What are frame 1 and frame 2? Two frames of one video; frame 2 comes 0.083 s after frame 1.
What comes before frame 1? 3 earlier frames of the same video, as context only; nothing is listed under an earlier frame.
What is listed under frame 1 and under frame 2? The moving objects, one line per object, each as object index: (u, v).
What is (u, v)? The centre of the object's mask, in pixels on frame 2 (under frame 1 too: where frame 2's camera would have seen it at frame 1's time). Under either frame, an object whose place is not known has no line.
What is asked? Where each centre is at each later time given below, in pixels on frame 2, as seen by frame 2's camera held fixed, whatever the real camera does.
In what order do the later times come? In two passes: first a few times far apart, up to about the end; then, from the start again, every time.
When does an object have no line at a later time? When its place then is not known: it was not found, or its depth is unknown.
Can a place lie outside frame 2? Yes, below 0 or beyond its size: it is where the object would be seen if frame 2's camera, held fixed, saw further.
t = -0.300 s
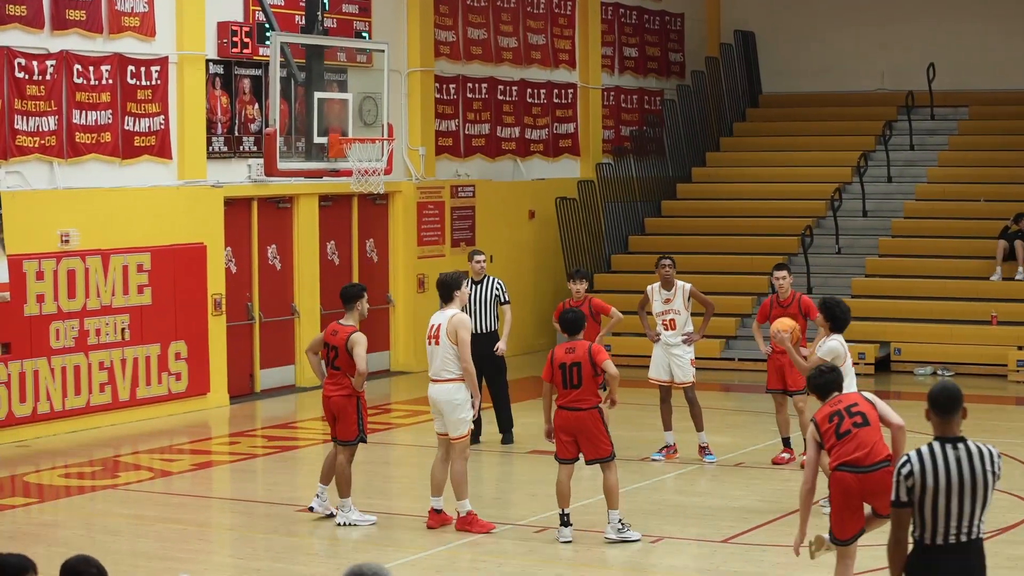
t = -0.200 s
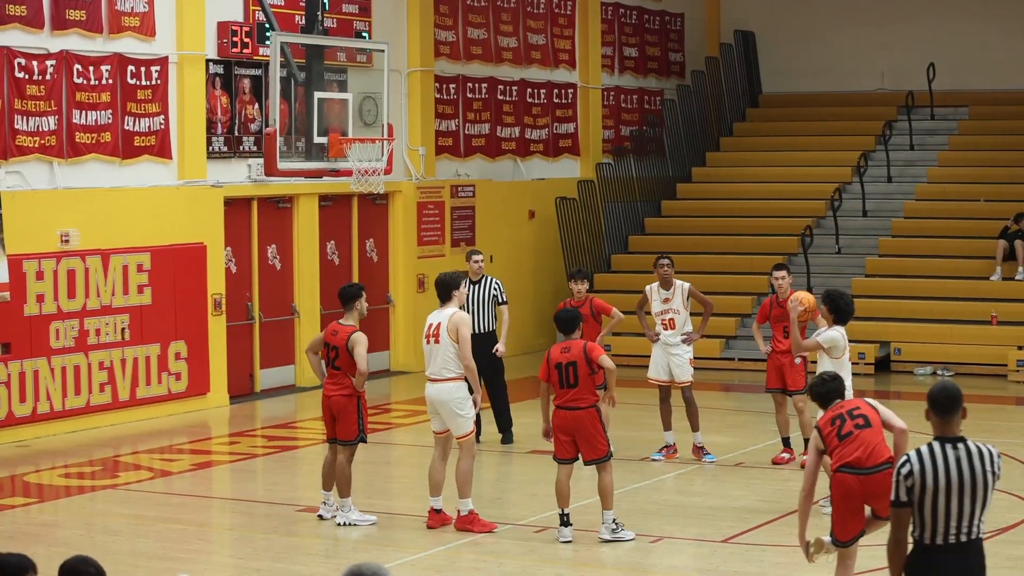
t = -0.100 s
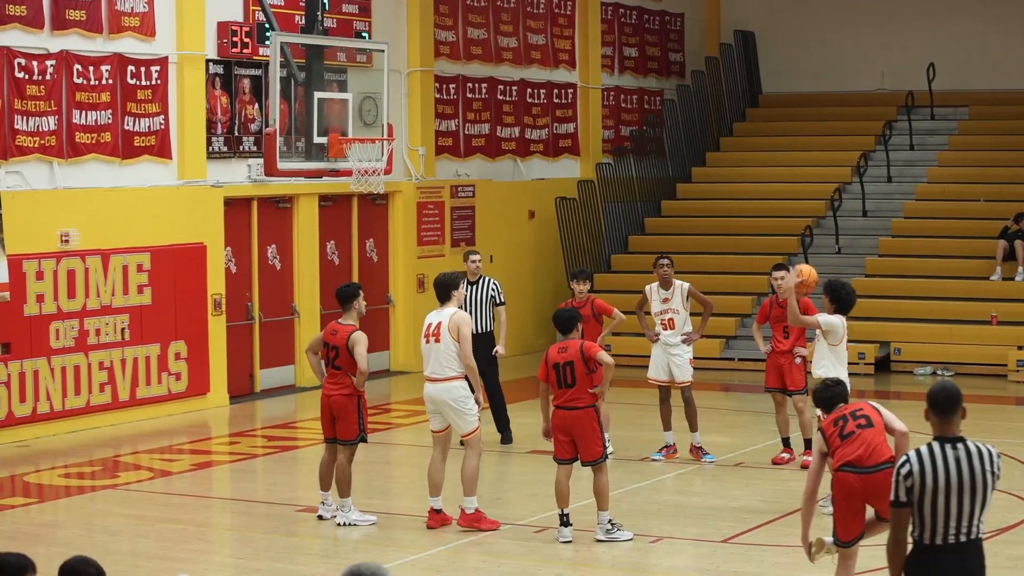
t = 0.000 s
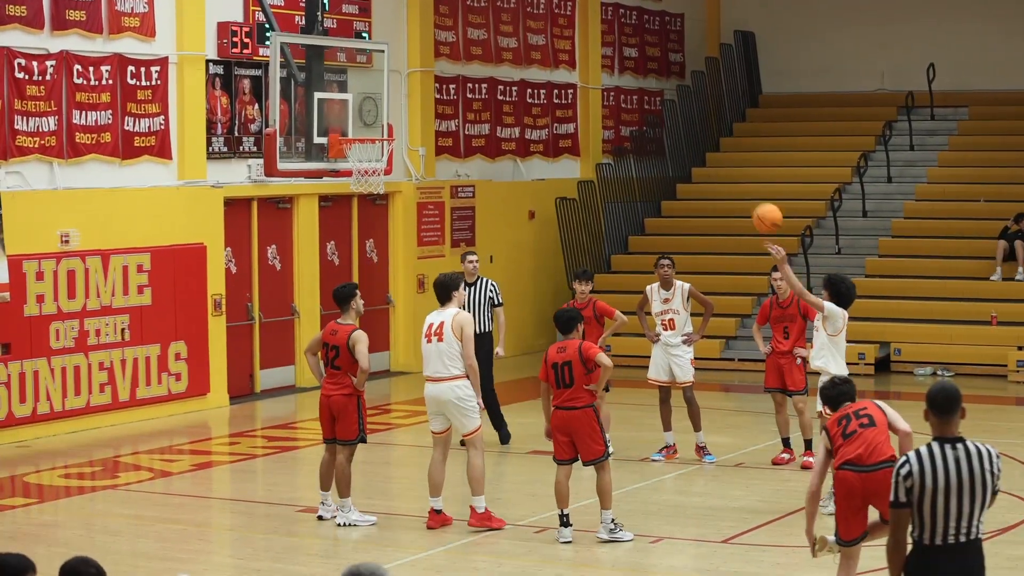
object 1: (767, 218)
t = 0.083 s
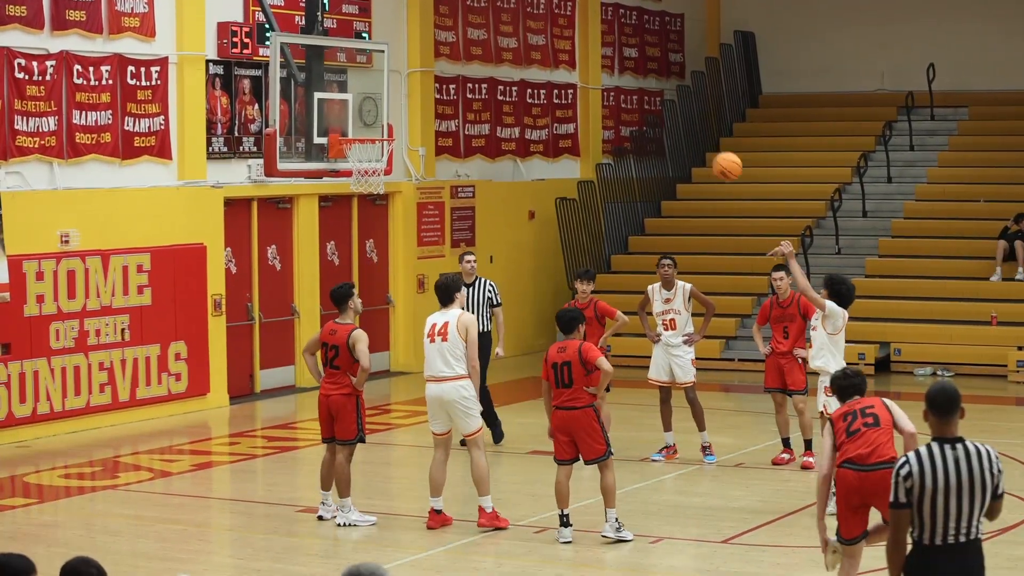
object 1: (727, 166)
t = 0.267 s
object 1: (642, 86)
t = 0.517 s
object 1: (533, 44)
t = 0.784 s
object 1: (427, 79)
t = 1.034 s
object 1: (347, 165)
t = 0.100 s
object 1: (719, 157)
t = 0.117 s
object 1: (711, 148)
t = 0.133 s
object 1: (703, 140)
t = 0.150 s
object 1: (695, 132)
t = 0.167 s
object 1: (687, 125)
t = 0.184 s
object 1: (680, 117)
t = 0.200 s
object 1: (672, 110)
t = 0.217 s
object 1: (664, 104)
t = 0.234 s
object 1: (657, 98)
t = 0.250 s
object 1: (649, 92)
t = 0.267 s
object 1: (642, 86)
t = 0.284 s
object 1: (634, 81)
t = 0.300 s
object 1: (627, 76)
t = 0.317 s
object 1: (619, 71)
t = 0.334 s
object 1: (612, 67)
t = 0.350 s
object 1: (604, 63)
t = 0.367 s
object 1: (597, 60)
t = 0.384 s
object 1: (590, 57)
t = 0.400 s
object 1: (582, 54)
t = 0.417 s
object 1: (574, 52)
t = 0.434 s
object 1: (568, 50)
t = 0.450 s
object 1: (561, 48)
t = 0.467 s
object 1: (554, 47)
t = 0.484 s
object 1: (547, 45)
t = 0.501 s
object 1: (540, 45)
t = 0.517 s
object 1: (533, 44)
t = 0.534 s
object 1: (526, 44)
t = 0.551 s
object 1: (519, 44)
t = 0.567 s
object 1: (512, 45)
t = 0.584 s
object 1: (505, 46)
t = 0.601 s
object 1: (498, 47)
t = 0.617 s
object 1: (492, 48)
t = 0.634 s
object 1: (485, 50)
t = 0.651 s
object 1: (479, 51)
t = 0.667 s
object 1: (472, 53)
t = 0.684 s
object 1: (465, 56)
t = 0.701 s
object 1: (459, 59)
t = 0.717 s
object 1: (453, 62)
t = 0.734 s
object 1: (446, 66)
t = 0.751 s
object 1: (439, 70)
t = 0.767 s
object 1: (433, 74)
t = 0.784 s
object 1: (427, 79)
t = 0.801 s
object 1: (421, 83)
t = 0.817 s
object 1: (414, 88)
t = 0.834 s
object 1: (408, 94)
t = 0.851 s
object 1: (402, 99)
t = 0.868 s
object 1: (396, 105)
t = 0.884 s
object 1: (389, 111)
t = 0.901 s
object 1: (383, 117)
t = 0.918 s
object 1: (377, 124)
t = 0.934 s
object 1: (371, 128)
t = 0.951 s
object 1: (365, 138)
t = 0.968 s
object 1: (360, 145)
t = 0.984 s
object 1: (353, 152)
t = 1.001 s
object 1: (349, 156)
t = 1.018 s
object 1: (348, 159)
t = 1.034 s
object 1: (347, 165)
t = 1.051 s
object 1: (347, 168)
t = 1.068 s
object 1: (346, 171)
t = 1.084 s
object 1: (347, 174)
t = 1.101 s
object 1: (348, 179)
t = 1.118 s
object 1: (347, 182)
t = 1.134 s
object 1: (347, 186)
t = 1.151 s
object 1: (347, 190)
